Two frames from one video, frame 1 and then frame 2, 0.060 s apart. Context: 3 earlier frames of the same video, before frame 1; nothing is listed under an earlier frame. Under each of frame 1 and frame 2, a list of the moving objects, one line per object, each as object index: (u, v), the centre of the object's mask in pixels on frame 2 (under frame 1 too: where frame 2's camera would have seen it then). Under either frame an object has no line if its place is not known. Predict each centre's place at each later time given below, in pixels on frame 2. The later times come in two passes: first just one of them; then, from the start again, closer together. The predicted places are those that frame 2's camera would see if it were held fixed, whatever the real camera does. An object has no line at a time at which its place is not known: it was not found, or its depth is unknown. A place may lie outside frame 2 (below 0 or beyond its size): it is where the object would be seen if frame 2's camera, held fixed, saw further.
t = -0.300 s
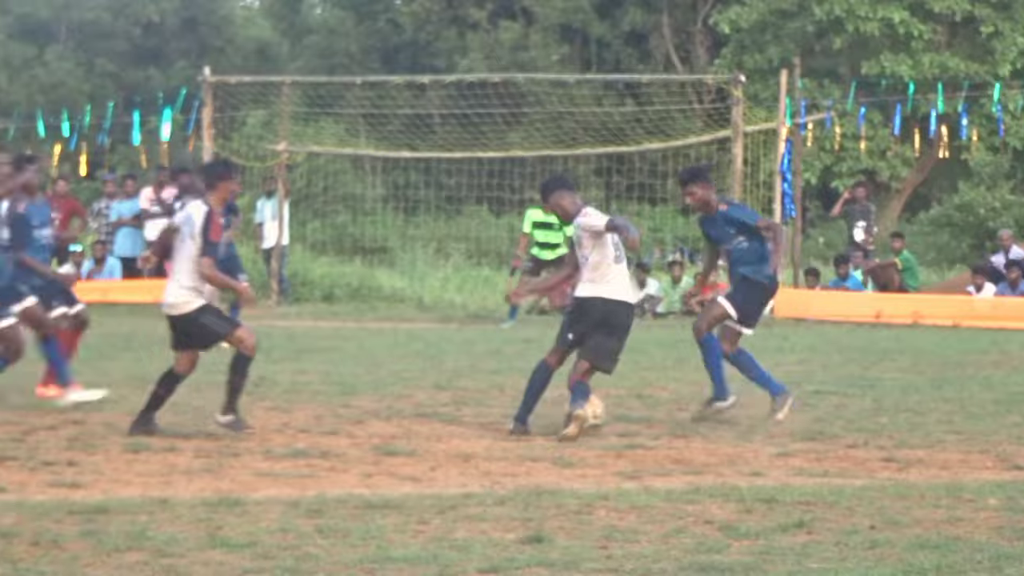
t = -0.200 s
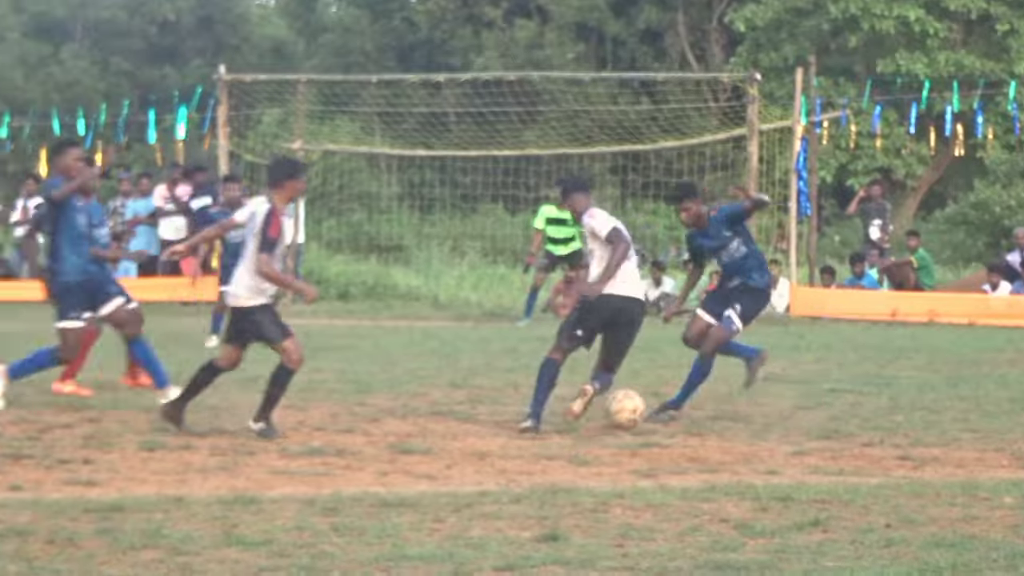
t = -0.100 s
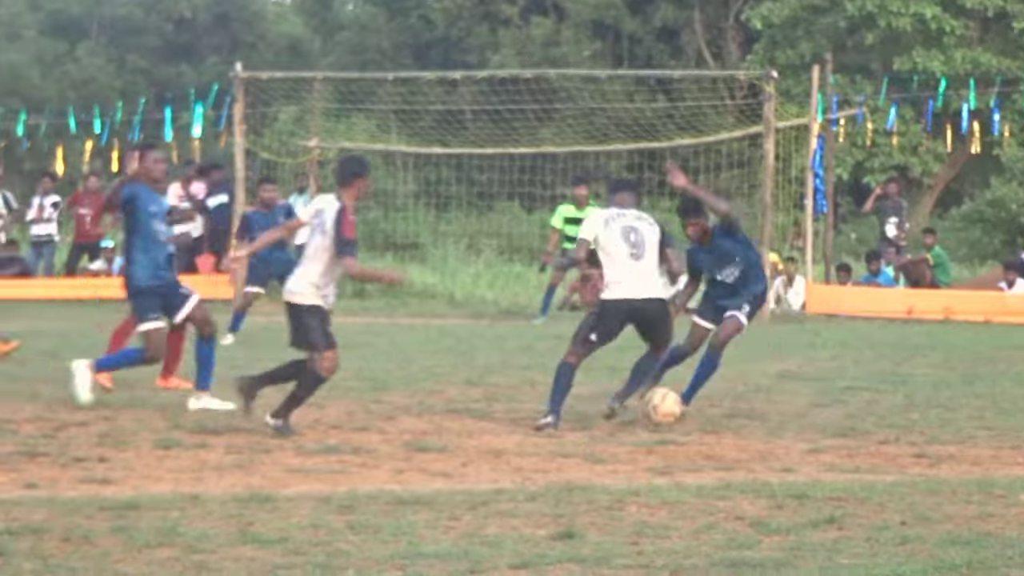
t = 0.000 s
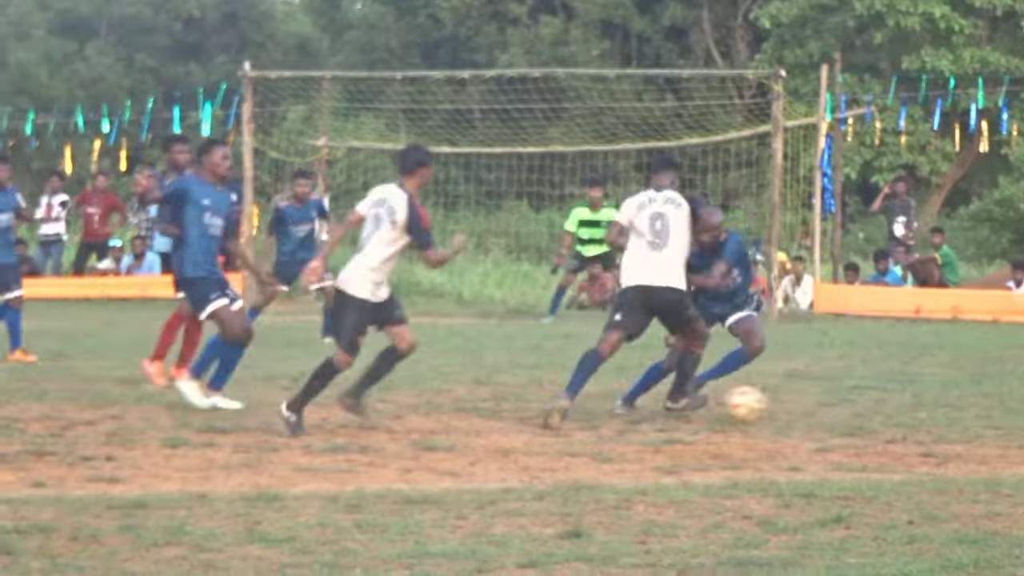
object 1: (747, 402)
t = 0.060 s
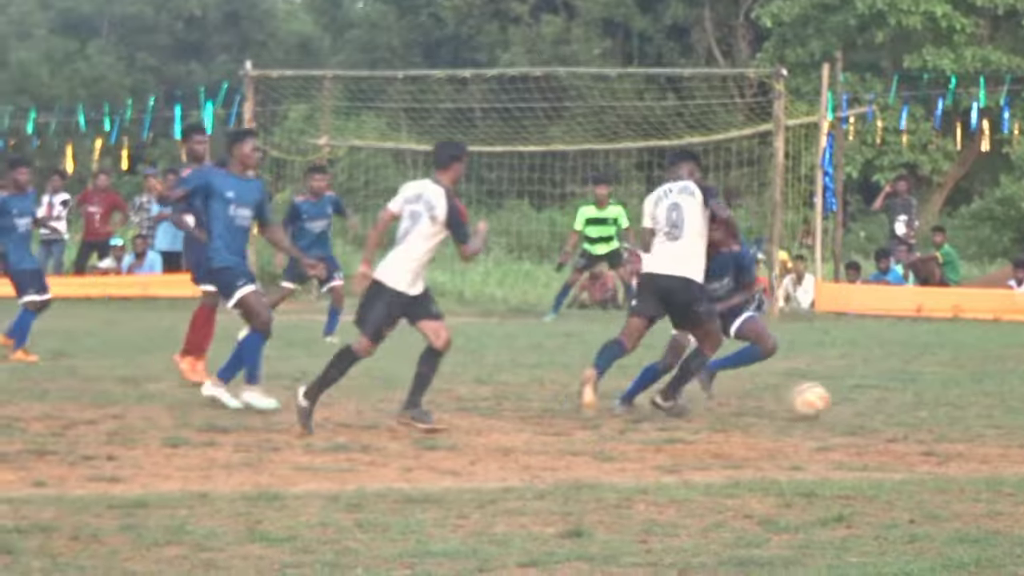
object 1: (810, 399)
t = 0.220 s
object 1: (959, 399)
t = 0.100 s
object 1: (850, 398)
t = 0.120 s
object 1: (870, 399)
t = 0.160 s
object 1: (909, 401)
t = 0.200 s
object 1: (943, 400)
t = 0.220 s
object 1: (959, 399)
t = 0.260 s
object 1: (991, 396)
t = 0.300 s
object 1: (1022, 398)
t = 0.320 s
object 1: (1038, 399)
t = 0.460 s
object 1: (1145, 396)
